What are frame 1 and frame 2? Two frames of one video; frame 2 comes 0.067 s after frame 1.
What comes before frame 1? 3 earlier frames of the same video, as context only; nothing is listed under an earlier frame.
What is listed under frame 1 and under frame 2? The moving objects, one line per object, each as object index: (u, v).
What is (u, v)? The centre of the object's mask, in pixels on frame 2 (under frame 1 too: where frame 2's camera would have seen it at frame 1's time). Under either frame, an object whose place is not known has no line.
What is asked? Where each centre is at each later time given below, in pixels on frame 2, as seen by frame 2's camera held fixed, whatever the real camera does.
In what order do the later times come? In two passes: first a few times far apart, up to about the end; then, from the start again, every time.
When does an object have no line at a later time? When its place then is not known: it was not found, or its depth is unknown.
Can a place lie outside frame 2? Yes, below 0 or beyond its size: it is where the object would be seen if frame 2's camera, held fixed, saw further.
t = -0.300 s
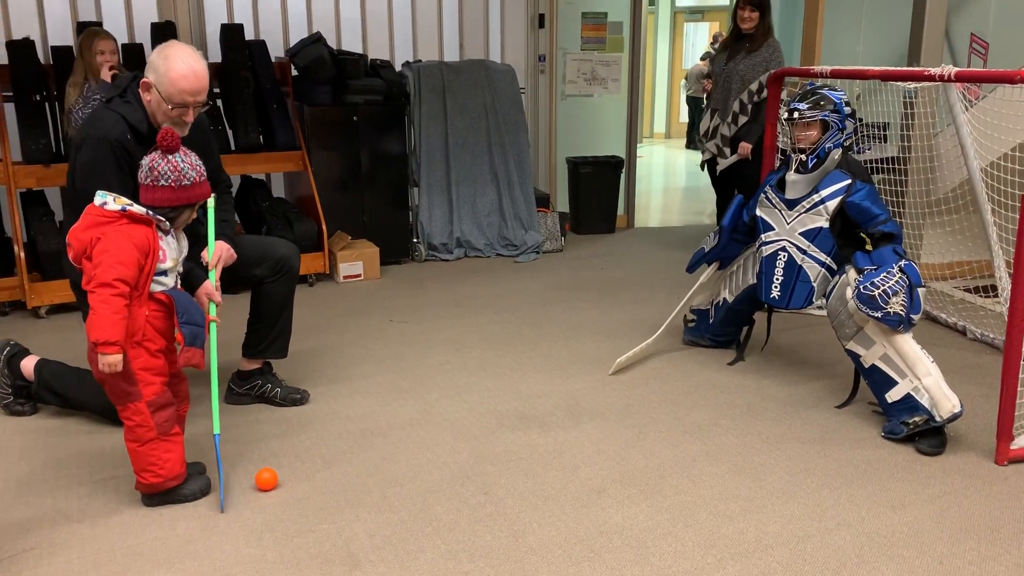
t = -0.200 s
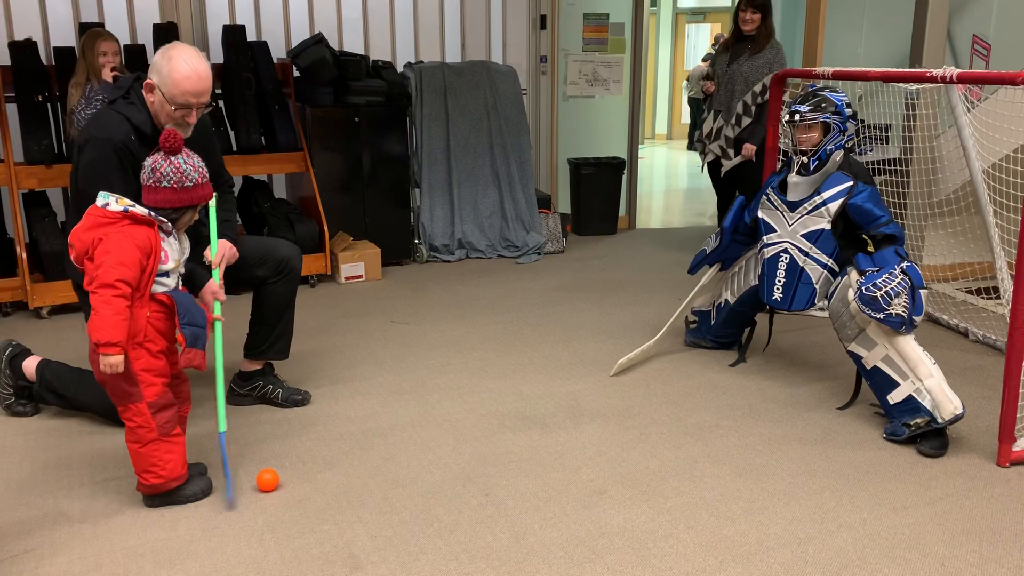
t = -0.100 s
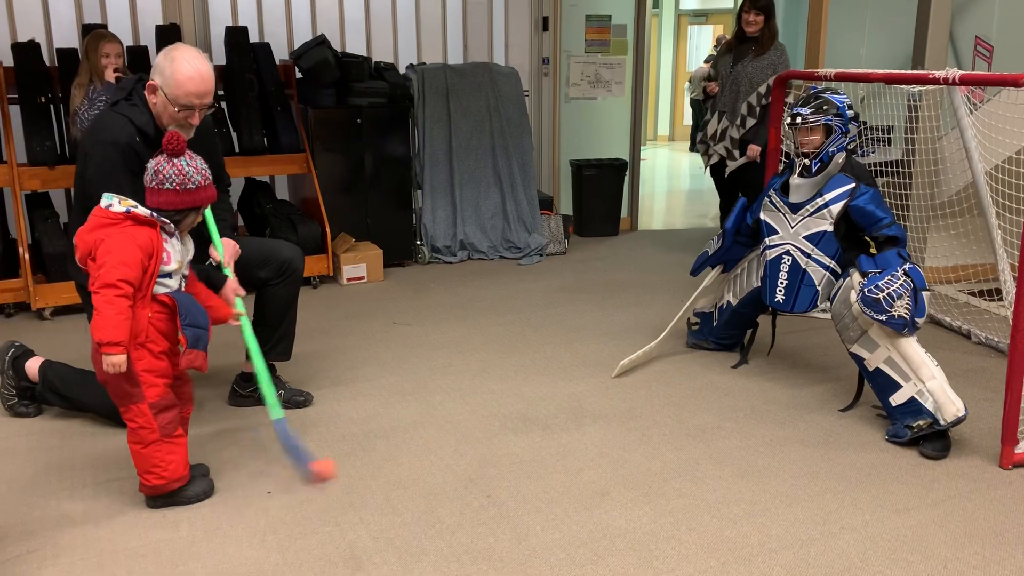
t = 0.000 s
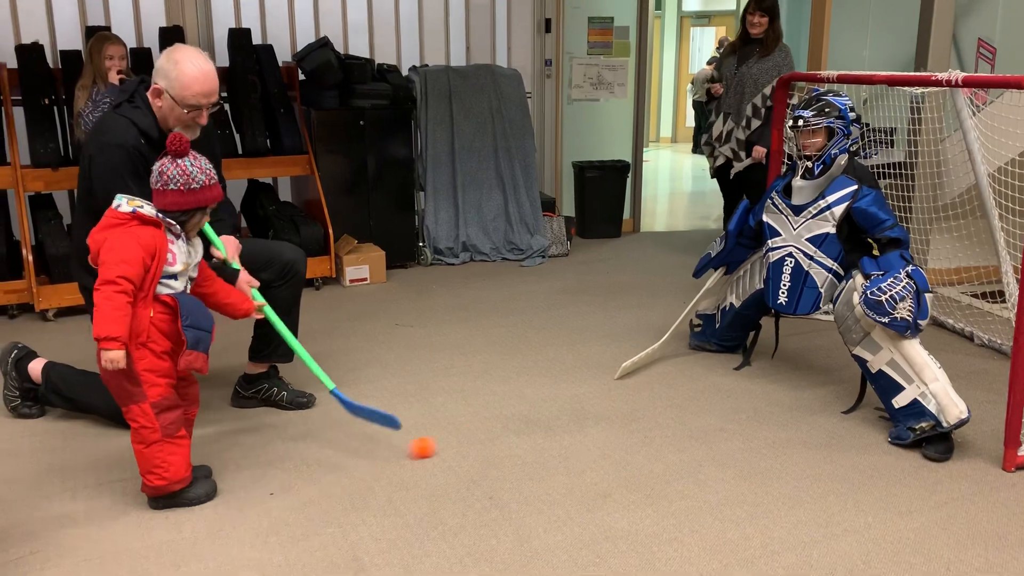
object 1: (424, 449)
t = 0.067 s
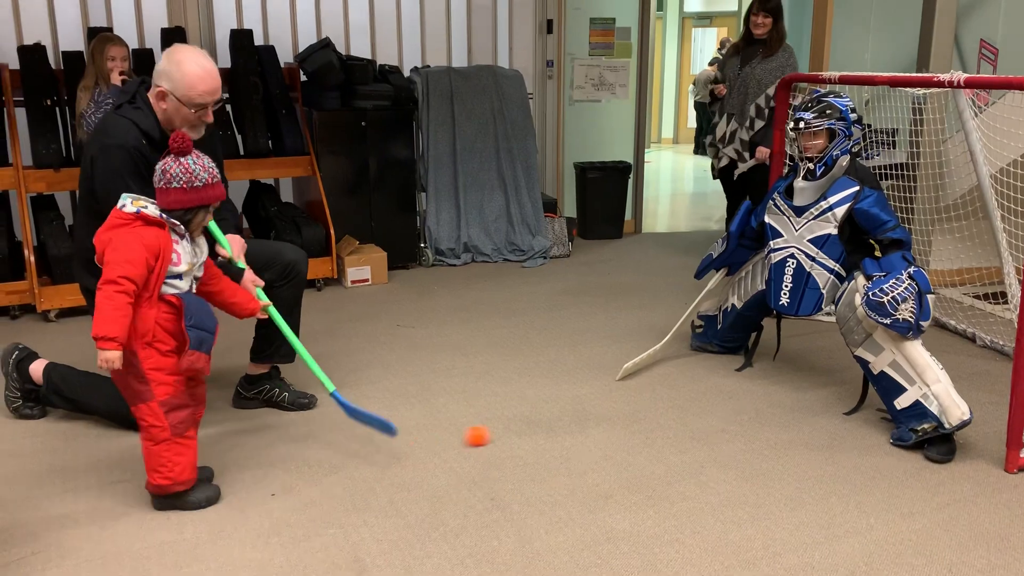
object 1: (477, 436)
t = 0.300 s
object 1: (615, 405)
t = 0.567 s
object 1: (743, 377)
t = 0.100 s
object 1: (501, 431)
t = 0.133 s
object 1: (522, 426)
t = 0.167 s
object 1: (541, 422)
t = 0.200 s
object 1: (560, 417)
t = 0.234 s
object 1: (579, 413)
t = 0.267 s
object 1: (597, 409)
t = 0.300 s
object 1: (615, 405)
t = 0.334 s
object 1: (633, 402)
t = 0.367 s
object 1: (650, 398)
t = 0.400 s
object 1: (666, 394)
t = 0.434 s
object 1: (682, 391)
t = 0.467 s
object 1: (698, 388)
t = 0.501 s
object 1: (713, 384)
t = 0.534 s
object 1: (729, 381)
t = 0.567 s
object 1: (743, 377)
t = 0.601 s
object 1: (758, 375)
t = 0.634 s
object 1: (772, 372)
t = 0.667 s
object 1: (786, 368)
